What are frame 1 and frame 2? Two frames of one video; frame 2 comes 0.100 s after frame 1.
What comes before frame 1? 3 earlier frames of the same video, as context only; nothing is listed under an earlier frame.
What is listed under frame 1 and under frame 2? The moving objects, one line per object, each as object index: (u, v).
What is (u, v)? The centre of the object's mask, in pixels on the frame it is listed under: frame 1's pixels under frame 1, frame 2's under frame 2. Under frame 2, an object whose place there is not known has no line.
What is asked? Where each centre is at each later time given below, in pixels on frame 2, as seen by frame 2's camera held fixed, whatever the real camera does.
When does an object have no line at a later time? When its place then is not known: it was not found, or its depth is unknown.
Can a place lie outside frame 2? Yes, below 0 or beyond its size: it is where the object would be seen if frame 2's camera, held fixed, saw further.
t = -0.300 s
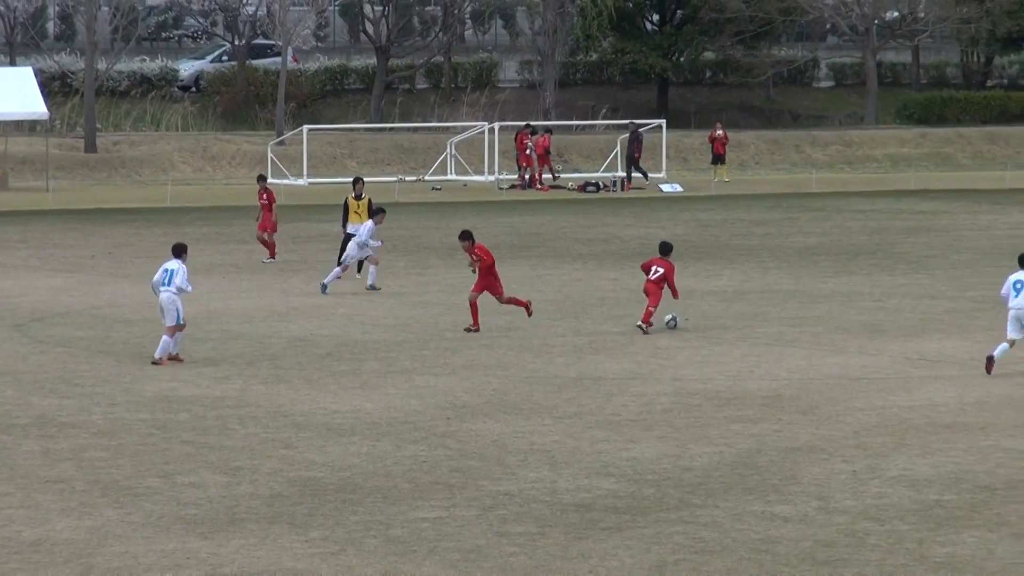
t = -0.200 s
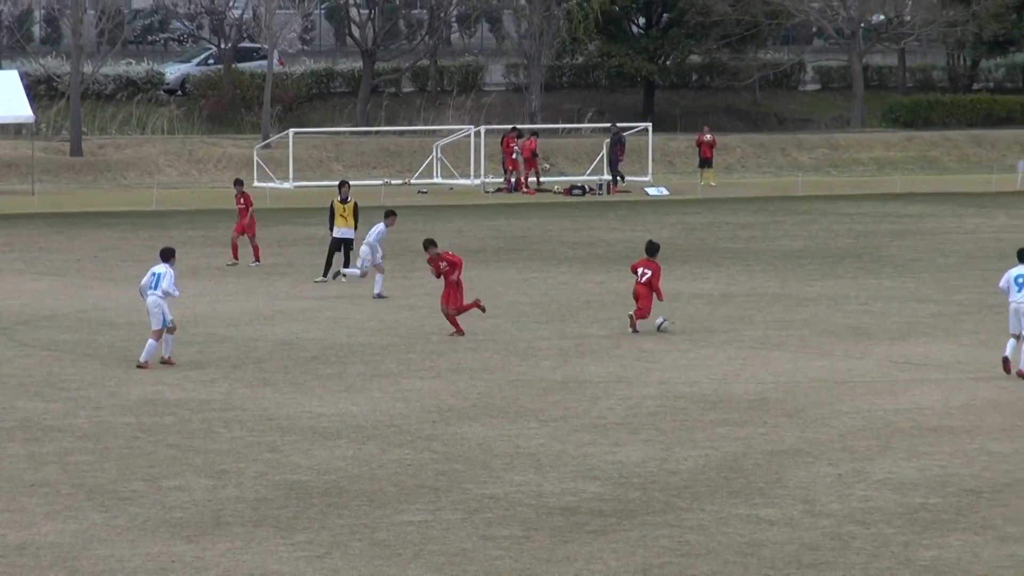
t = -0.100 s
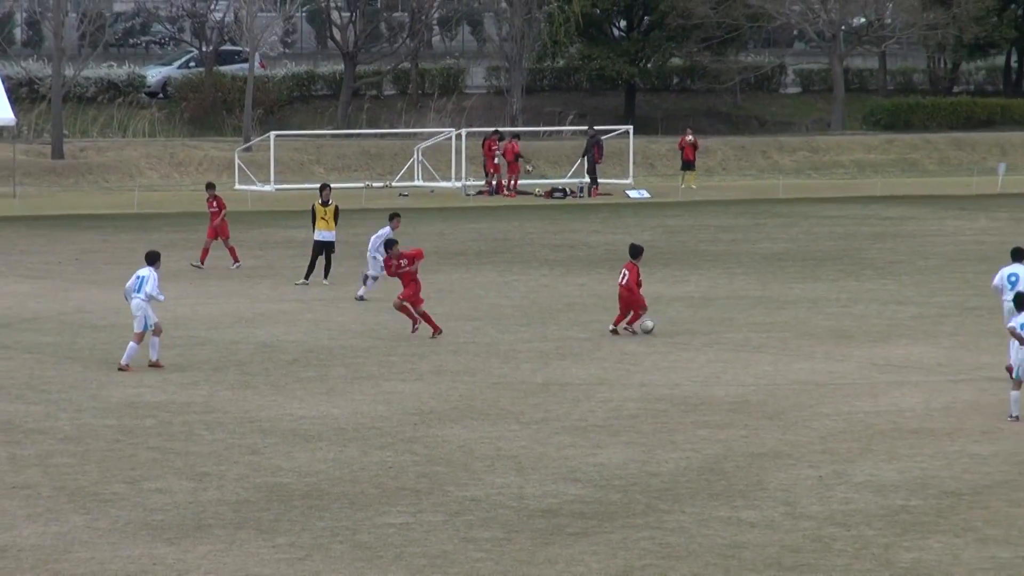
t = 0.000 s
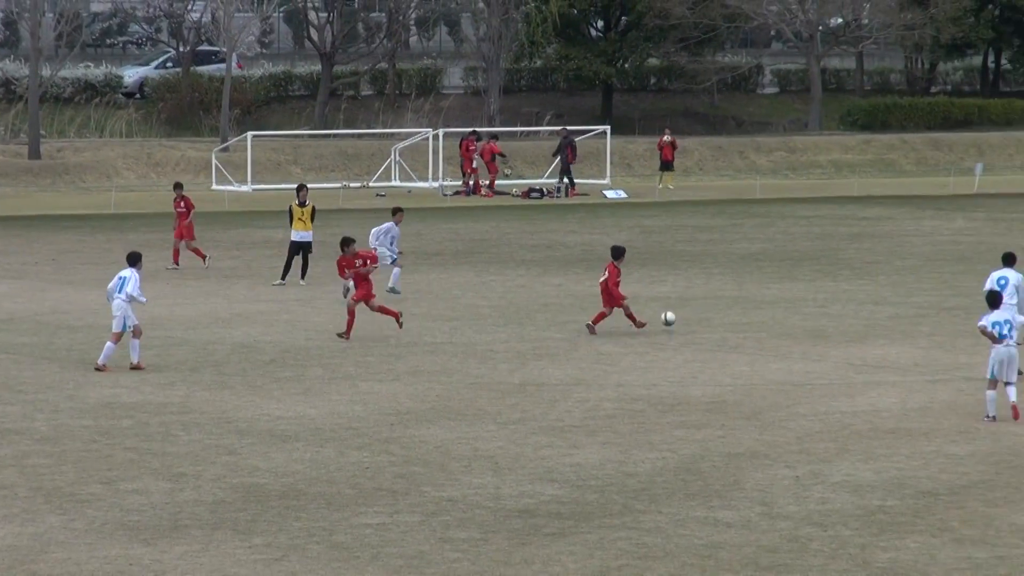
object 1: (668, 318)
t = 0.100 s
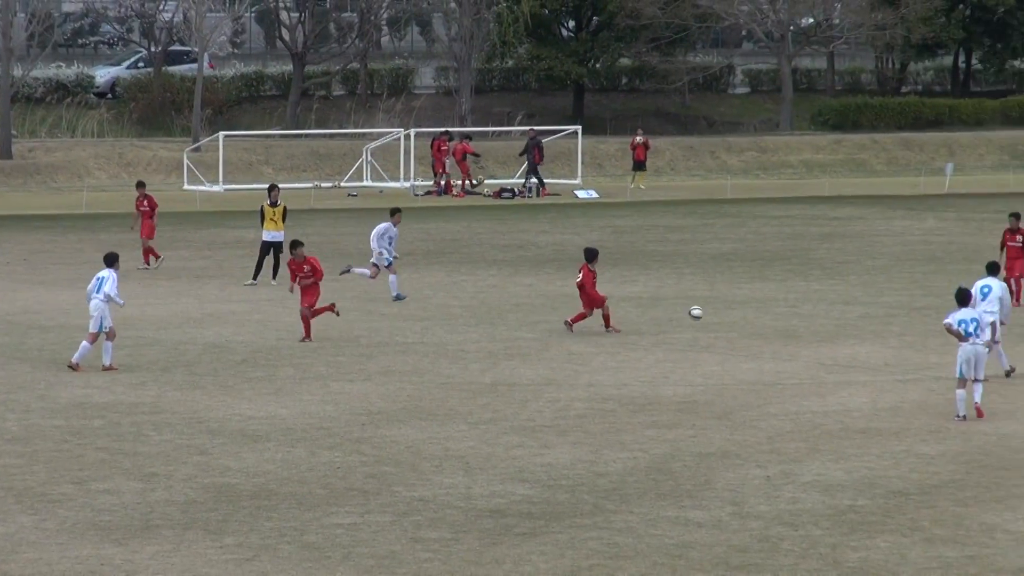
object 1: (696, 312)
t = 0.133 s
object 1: (711, 312)
